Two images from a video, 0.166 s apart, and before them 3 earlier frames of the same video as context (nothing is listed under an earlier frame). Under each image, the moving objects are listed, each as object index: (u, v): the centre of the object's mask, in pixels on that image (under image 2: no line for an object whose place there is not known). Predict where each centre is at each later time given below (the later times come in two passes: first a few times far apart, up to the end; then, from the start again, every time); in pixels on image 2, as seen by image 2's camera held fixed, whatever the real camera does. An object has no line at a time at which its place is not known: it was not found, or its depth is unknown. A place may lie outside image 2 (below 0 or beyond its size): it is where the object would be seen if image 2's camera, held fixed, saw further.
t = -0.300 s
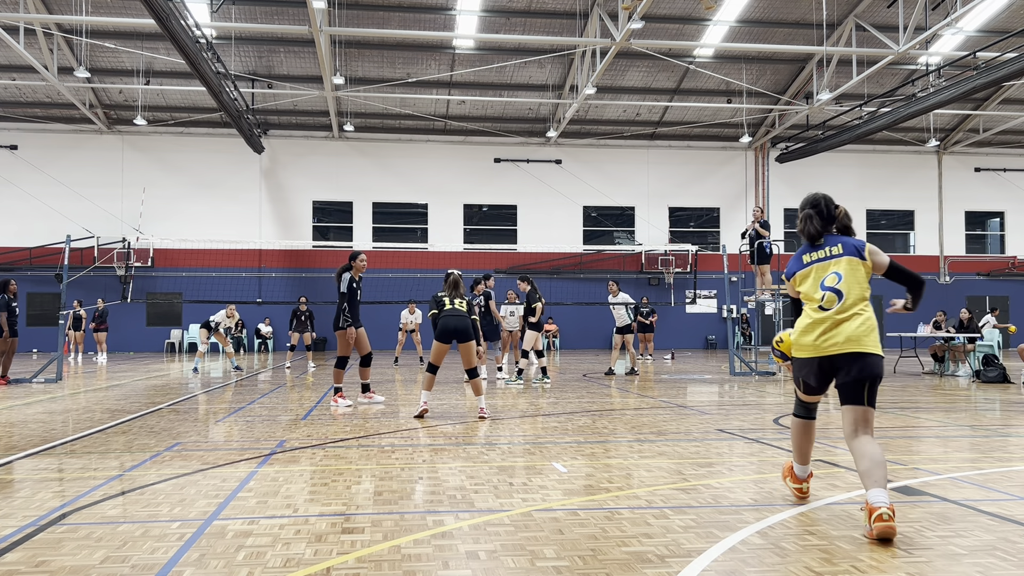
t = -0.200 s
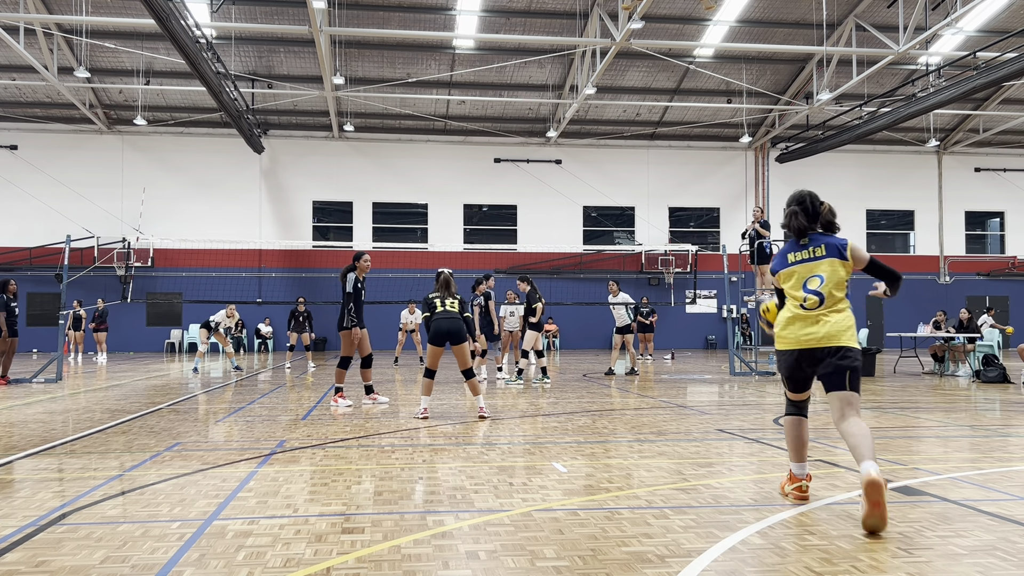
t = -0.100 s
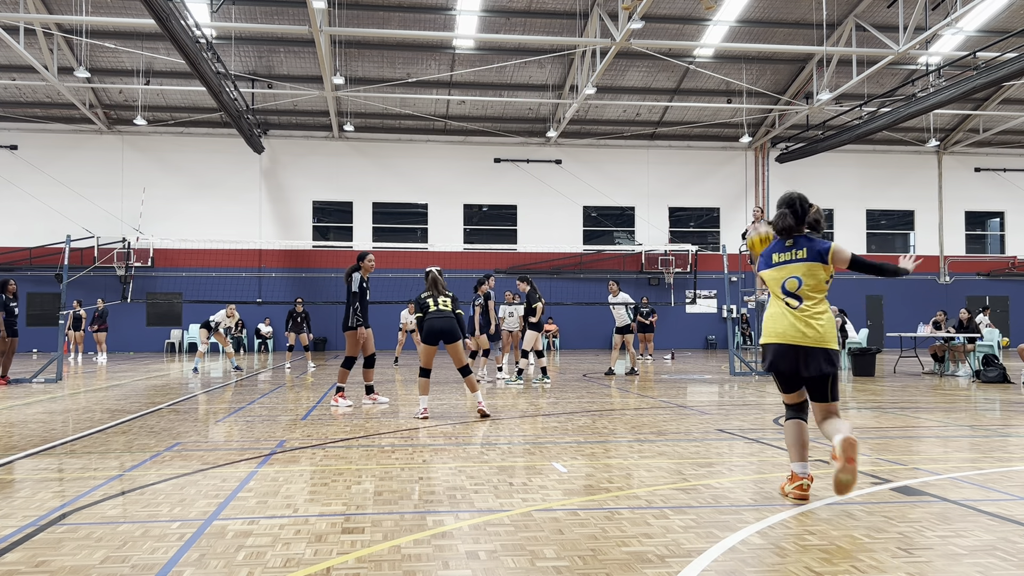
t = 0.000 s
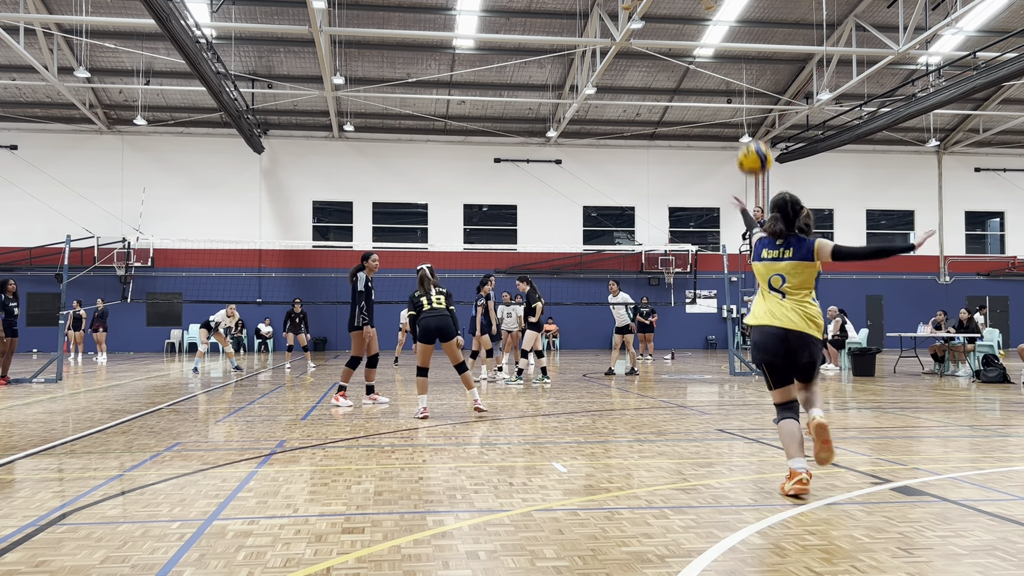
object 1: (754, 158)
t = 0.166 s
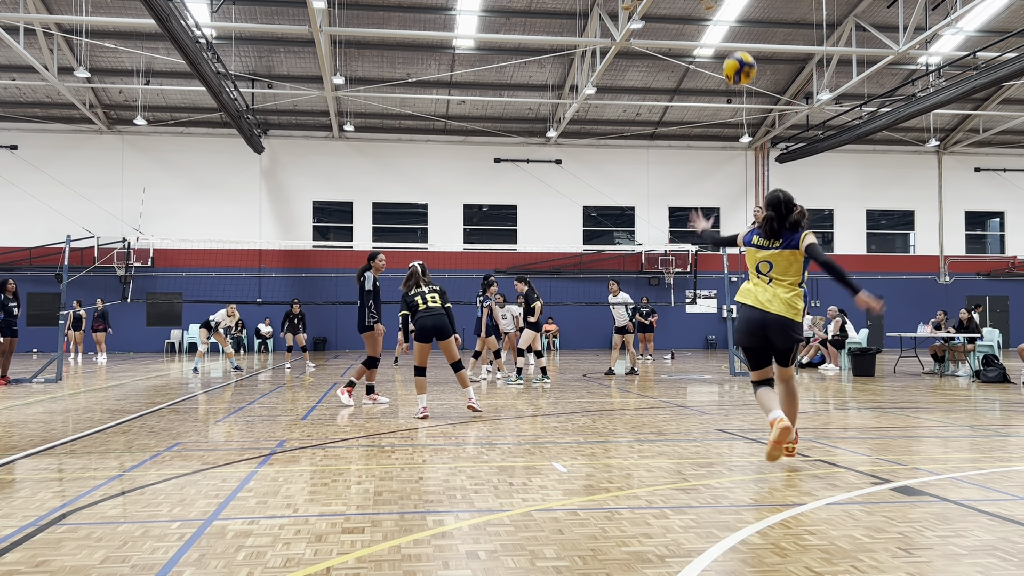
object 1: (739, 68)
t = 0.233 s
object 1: (734, 47)
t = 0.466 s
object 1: (715, 26)
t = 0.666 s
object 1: (703, 66)
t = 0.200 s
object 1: (736, 57)
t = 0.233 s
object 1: (734, 47)
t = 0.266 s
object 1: (731, 40)
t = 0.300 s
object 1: (729, 34)
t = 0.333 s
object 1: (726, 28)
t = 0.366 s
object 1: (723, 25)
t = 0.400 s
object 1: (720, 24)
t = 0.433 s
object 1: (718, 24)
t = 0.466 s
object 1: (715, 26)
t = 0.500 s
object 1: (713, 29)
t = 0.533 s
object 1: (711, 34)
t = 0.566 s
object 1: (709, 40)
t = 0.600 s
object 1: (707, 47)
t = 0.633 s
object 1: (705, 56)
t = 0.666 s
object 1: (703, 66)
